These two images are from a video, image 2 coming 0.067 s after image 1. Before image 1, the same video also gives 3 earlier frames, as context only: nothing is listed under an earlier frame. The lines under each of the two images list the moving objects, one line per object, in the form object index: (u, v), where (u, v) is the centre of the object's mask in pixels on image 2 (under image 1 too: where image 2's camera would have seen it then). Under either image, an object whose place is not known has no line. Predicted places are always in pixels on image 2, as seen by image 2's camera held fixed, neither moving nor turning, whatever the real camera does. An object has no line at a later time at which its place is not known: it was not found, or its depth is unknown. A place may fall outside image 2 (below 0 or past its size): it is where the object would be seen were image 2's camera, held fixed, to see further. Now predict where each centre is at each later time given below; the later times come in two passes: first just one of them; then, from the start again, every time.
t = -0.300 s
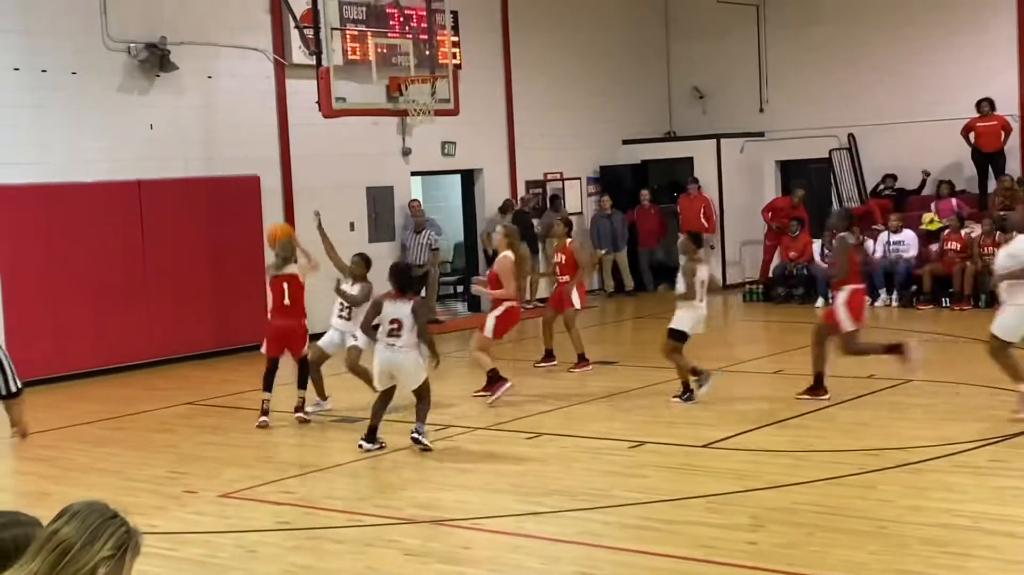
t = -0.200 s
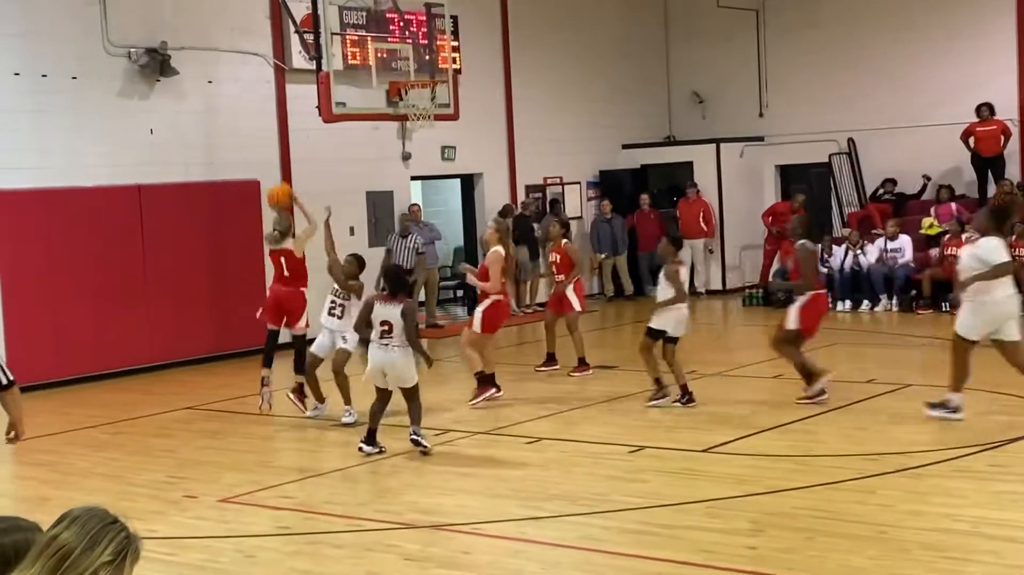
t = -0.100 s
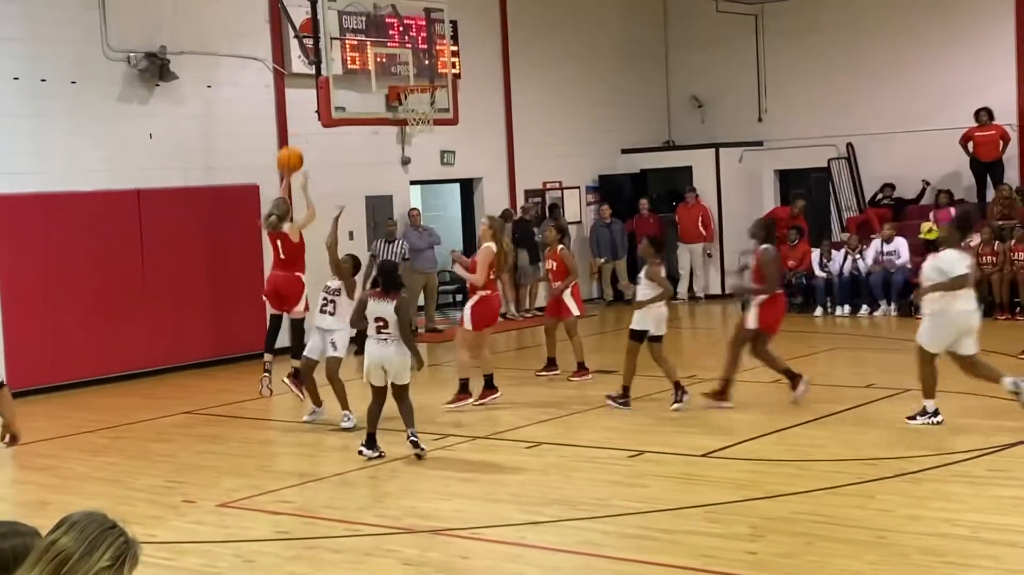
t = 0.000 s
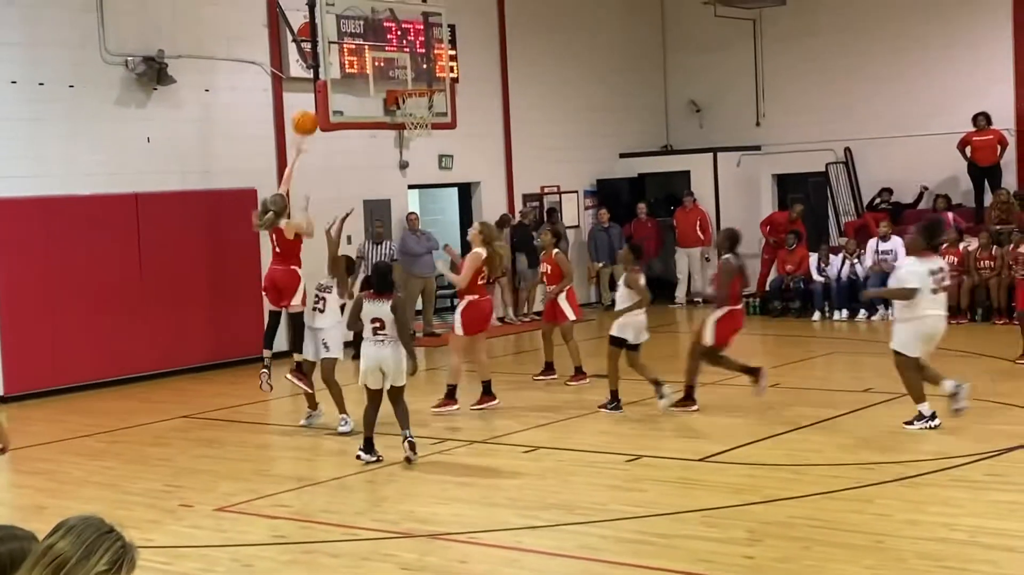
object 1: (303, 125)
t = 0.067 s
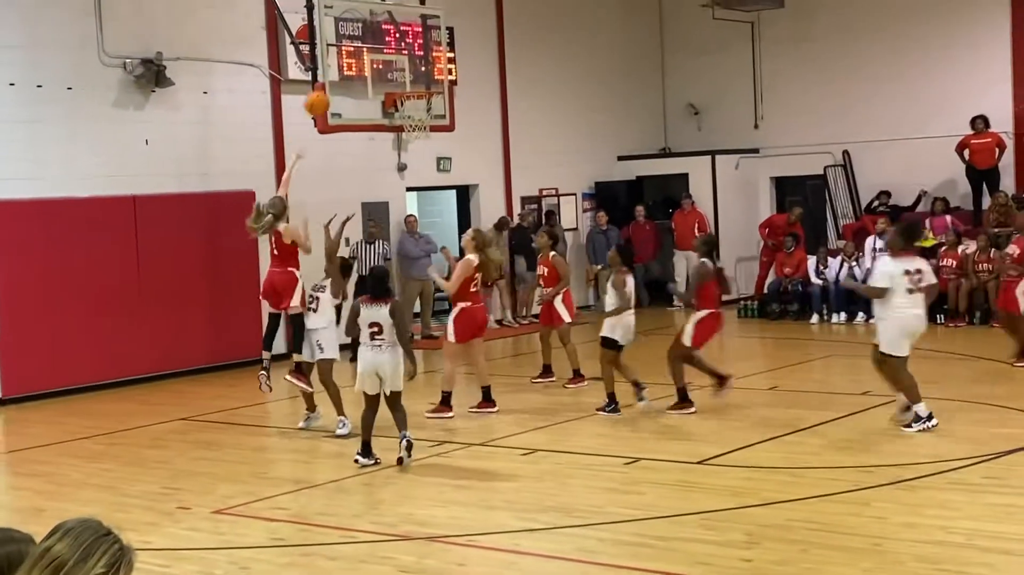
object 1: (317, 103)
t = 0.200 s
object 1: (342, 77)
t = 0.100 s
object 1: (324, 94)
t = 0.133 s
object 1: (329, 88)
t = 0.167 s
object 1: (336, 82)
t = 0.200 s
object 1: (342, 77)
